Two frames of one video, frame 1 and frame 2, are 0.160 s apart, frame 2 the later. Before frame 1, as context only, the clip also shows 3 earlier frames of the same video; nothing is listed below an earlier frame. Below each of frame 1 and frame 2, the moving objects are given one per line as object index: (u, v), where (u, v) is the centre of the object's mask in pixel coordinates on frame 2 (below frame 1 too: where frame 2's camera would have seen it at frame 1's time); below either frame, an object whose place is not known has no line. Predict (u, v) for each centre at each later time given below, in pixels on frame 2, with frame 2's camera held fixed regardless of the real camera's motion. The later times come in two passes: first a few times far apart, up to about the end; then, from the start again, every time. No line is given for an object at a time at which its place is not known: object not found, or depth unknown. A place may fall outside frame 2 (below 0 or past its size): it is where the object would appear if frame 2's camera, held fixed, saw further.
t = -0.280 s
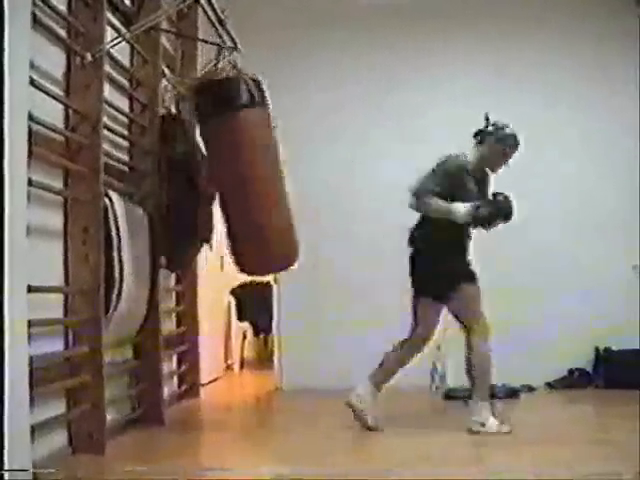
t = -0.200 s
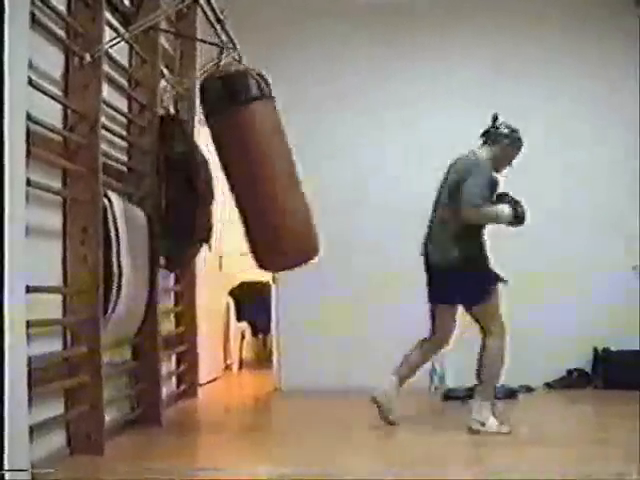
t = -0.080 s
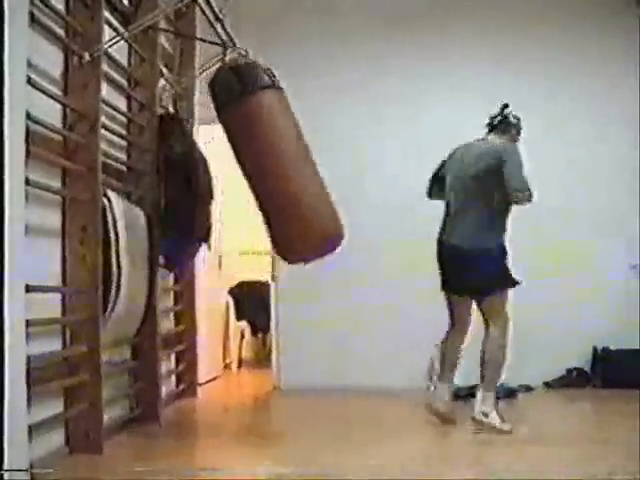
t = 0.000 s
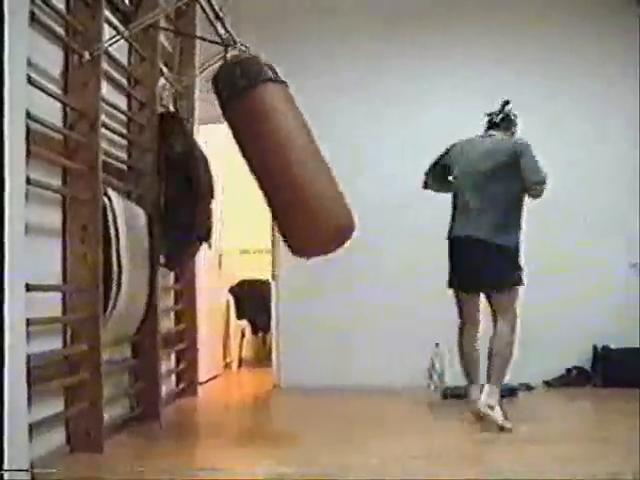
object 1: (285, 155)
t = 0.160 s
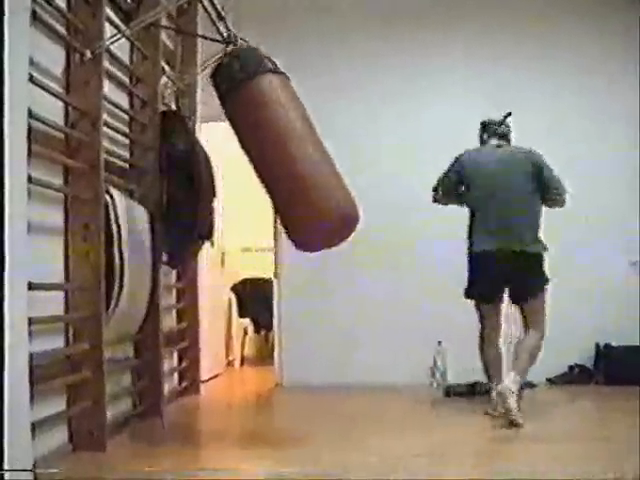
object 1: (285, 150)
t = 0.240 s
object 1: (280, 151)
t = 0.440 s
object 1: (250, 159)
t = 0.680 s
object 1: (200, 167)
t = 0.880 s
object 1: (171, 168)
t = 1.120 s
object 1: (192, 170)
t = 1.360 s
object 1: (227, 171)
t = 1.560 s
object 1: (254, 168)
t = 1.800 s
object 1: (266, 164)
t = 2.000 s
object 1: (259, 166)
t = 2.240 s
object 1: (229, 173)
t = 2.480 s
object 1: (196, 172)
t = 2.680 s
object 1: (176, 174)
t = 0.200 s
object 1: (283, 150)
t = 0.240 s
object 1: (280, 151)
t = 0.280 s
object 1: (275, 152)
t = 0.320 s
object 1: (270, 154)
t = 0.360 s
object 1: (264, 155)
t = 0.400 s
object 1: (257, 157)
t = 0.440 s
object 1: (250, 159)
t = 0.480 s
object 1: (241, 162)
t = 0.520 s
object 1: (232, 163)
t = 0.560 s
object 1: (223, 166)
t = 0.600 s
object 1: (215, 167)
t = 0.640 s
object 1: (208, 167)
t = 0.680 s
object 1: (200, 167)
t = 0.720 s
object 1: (193, 167)
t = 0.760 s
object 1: (186, 168)
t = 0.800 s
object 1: (179, 170)
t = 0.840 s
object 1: (174, 170)
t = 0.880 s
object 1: (171, 168)
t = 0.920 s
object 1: (171, 168)
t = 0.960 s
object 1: (173, 167)
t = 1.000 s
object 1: (177, 167)
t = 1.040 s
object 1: (180, 167)
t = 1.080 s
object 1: (185, 170)
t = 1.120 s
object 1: (192, 170)
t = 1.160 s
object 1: (199, 172)
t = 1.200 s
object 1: (203, 171)
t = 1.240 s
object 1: (211, 170)
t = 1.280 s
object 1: (217, 172)
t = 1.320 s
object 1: (221, 175)
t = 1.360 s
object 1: (227, 171)
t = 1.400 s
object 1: (231, 171)
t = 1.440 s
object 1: (235, 171)
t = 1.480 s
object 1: (241, 169)
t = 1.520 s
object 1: (248, 169)
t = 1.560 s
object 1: (254, 168)
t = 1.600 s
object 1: (258, 167)
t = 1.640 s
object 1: (263, 165)
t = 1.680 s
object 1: (265, 164)
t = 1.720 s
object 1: (267, 164)
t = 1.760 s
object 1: (267, 165)
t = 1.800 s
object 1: (266, 164)
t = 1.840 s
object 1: (265, 164)
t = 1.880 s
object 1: (264, 164)
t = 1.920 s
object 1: (263, 165)
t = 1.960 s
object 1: (261, 166)
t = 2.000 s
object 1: (259, 166)
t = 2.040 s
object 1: (256, 168)
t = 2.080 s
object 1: (252, 168)
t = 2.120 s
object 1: (247, 169)
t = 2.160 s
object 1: (241, 170)
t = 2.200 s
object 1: (235, 171)
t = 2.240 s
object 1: (229, 173)
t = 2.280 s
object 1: (223, 173)
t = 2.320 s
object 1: (217, 174)
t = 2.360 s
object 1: (211, 175)
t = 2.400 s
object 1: (205, 174)
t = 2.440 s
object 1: (201, 173)
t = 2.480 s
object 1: (196, 172)
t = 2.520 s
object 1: (190, 174)
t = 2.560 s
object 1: (186, 174)
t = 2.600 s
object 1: (182, 174)
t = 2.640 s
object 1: (178, 174)
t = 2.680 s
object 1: (176, 174)
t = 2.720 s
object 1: (175, 174)
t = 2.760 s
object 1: (175, 173)
